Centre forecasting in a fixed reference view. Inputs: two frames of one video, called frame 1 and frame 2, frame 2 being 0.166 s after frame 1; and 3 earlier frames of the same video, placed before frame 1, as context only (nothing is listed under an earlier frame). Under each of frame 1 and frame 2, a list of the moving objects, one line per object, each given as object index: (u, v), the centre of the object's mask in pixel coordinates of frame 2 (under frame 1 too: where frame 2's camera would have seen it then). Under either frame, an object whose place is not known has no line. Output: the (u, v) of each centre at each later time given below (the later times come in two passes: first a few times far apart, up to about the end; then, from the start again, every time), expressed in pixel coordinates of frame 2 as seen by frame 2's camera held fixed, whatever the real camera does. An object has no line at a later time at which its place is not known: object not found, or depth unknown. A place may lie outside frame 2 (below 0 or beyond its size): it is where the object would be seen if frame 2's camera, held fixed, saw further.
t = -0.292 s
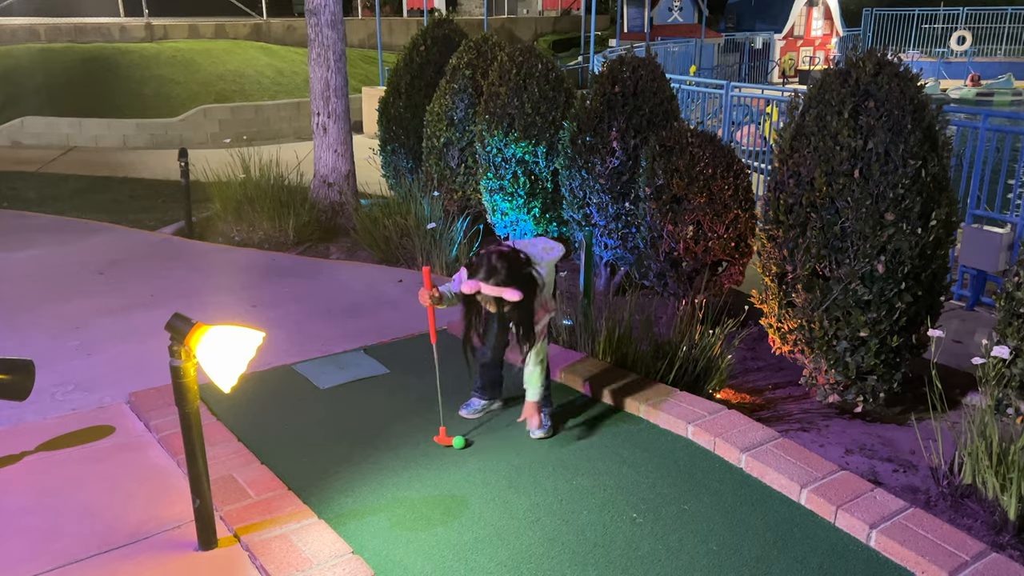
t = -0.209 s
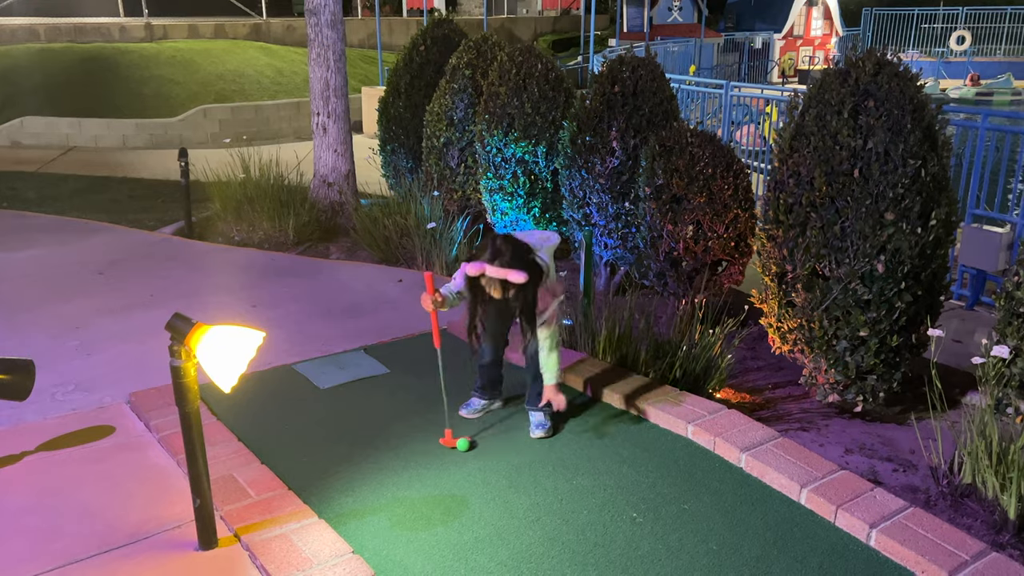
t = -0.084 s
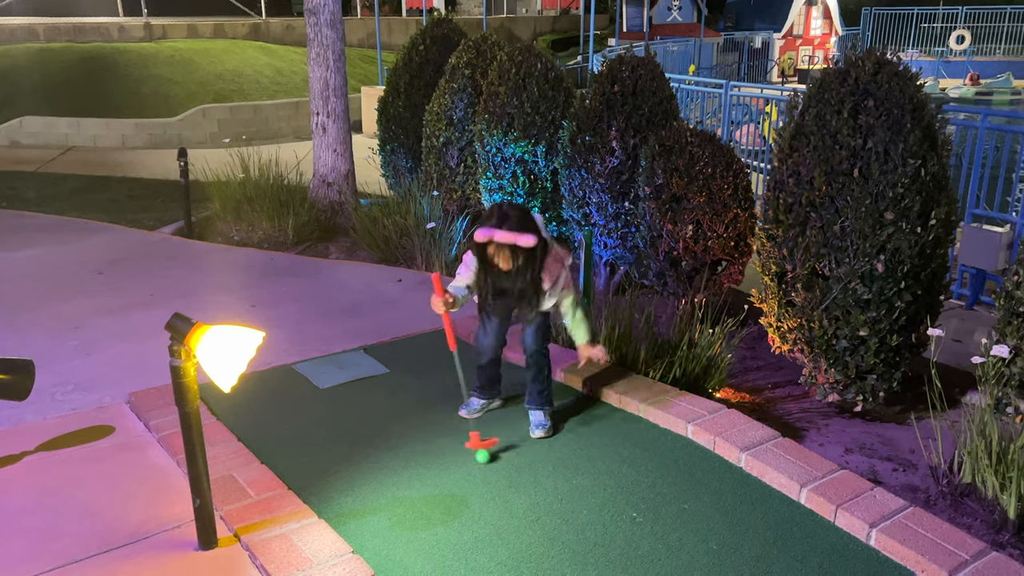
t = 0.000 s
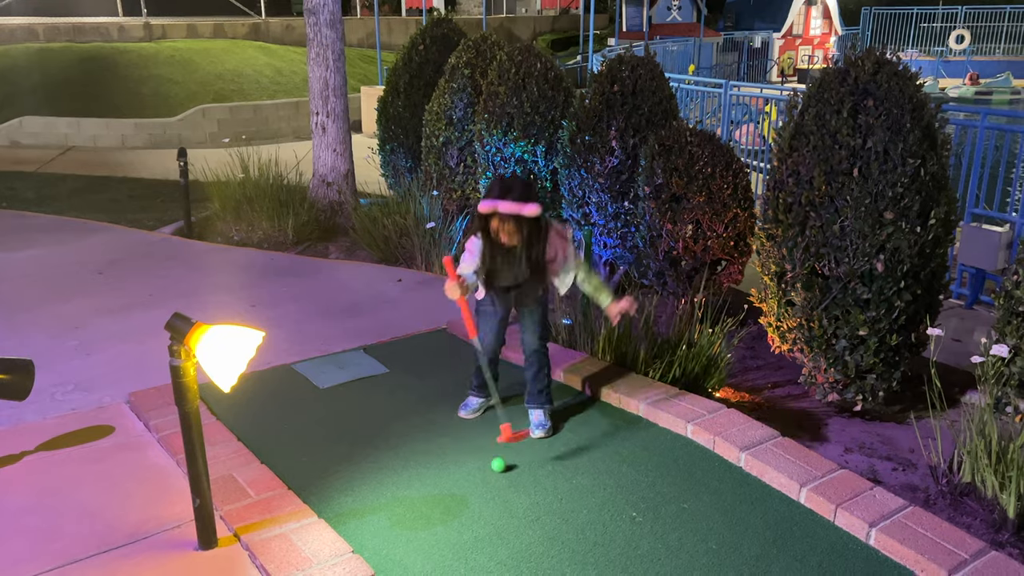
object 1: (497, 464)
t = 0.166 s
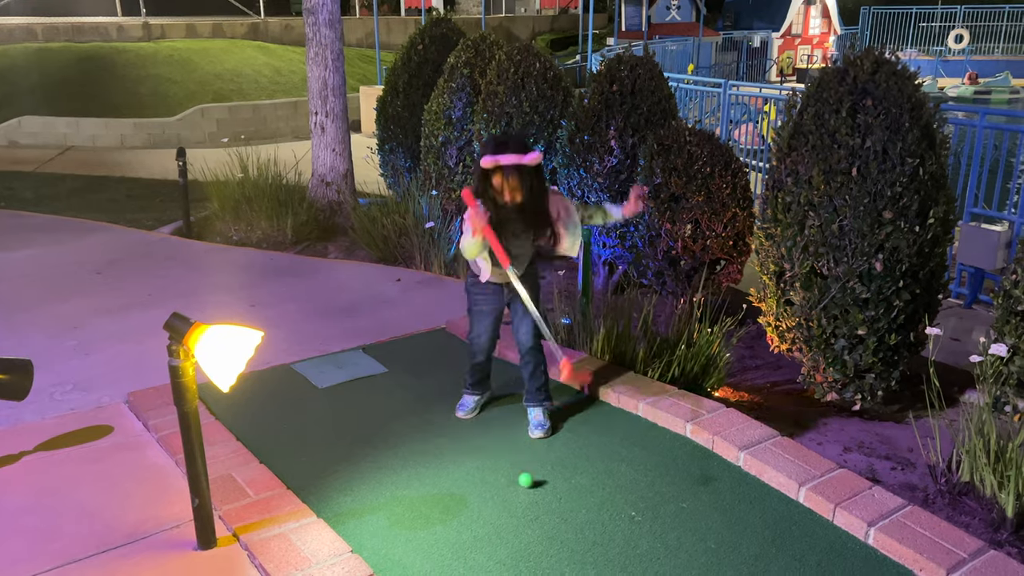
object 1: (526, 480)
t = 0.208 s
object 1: (532, 483)
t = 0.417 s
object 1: (567, 502)
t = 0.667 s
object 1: (610, 528)
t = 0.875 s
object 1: (651, 553)
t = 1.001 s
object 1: (678, 569)
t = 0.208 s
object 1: (532, 483)
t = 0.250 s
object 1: (539, 487)
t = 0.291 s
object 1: (546, 491)
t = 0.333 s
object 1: (553, 495)
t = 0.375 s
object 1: (560, 498)
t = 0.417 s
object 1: (567, 502)
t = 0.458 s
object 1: (573, 506)
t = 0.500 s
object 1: (580, 511)
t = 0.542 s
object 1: (587, 515)
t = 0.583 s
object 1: (595, 519)
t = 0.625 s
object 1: (603, 524)
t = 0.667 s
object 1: (610, 528)
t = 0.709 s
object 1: (618, 532)
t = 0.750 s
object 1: (625, 538)
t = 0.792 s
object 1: (633, 543)
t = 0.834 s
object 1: (642, 548)
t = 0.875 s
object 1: (651, 553)
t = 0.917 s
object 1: (660, 558)
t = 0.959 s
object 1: (669, 563)
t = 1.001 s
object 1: (678, 569)
